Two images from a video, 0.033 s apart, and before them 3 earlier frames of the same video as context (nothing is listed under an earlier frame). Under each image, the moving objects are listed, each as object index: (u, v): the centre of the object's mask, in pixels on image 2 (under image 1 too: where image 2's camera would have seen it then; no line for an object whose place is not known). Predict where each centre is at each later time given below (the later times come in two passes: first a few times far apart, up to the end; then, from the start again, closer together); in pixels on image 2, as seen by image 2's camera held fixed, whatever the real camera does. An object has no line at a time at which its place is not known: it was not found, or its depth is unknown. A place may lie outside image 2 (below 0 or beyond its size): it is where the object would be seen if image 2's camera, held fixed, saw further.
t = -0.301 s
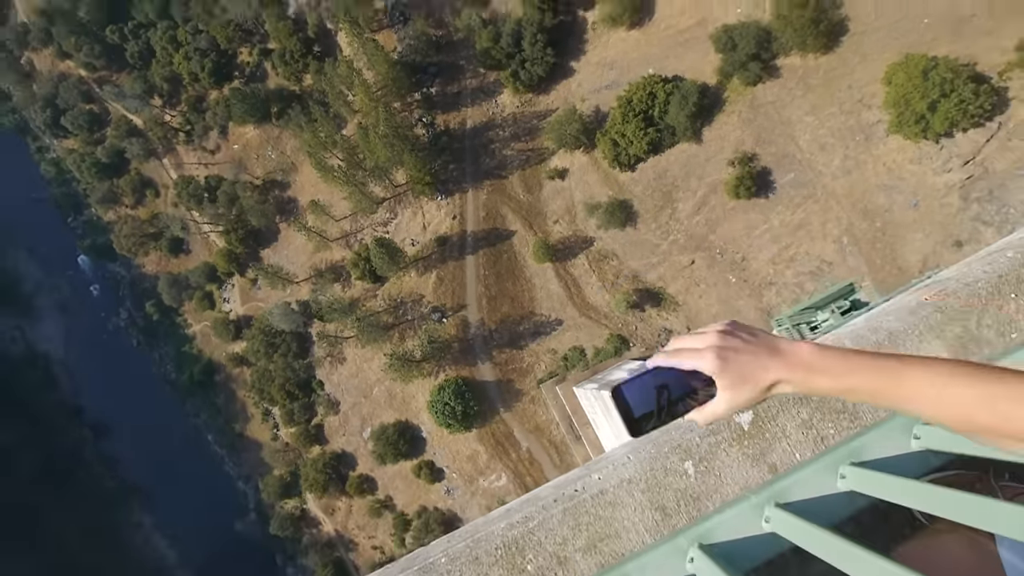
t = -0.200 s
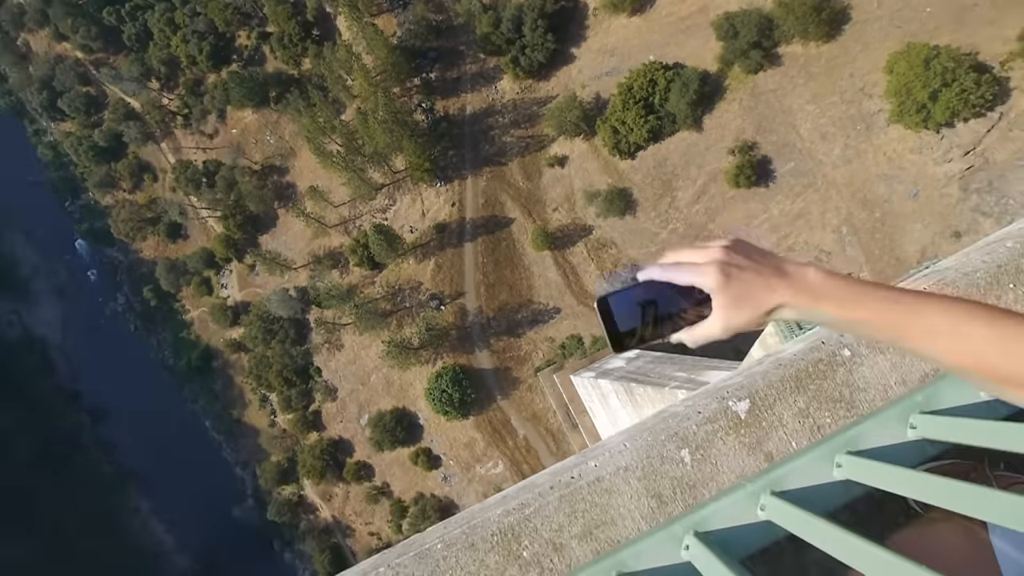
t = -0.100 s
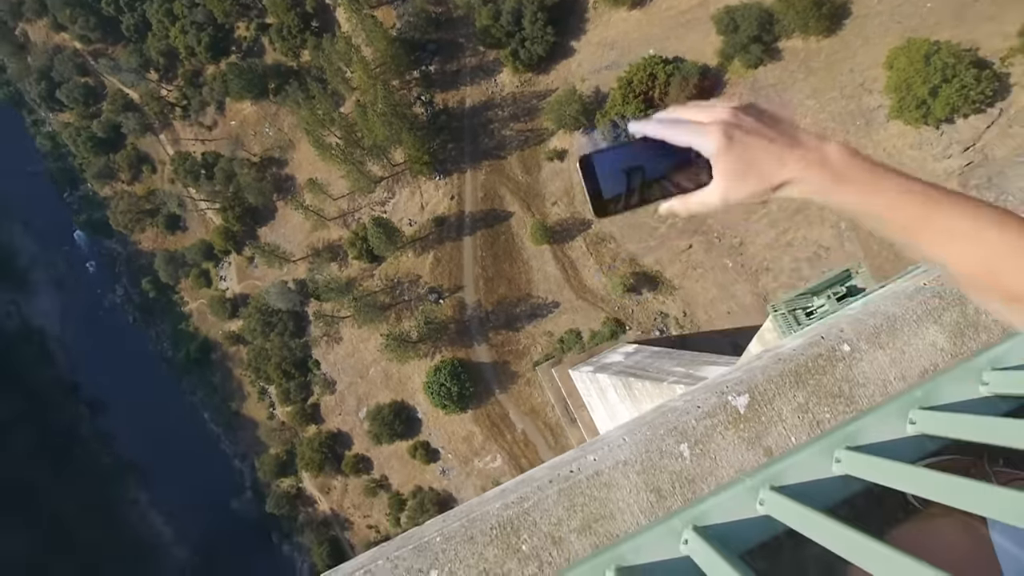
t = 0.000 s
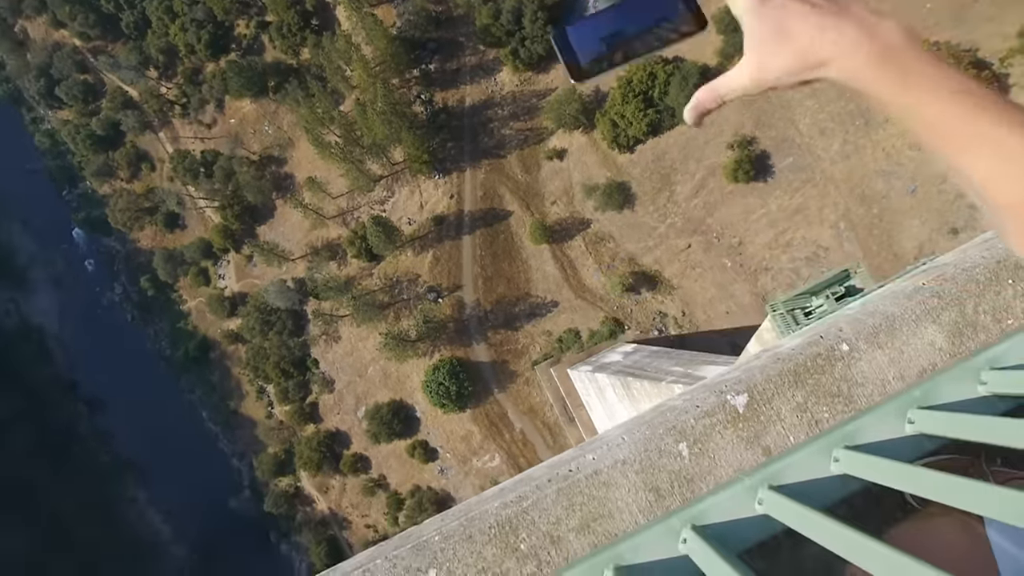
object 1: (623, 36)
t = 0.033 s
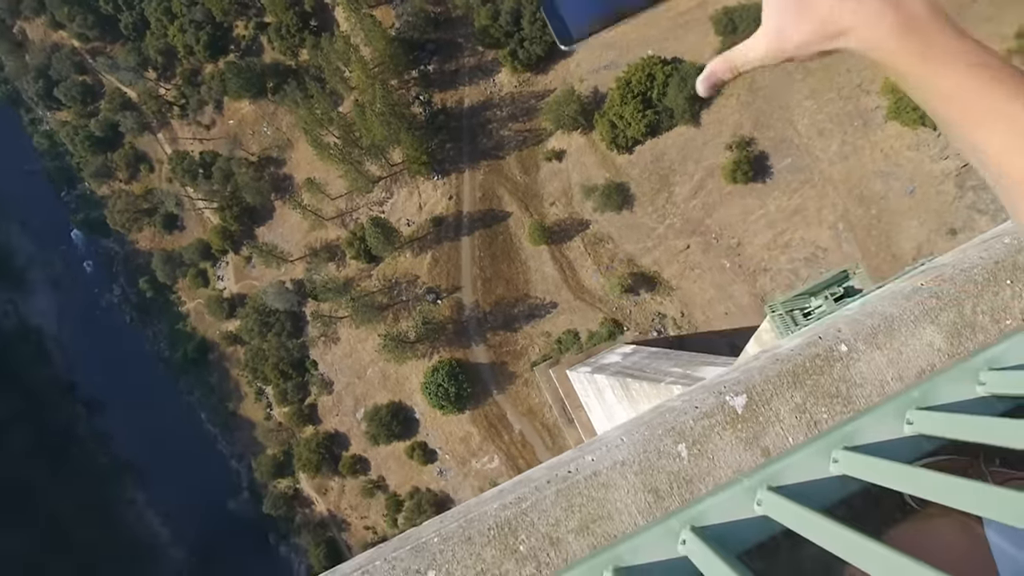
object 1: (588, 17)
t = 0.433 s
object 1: (513, 27)
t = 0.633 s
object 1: (505, 107)
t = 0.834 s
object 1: (501, 165)
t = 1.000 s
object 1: (501, 198)
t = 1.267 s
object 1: (507, 225)
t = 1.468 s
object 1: (511, 241)
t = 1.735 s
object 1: (519, 257)
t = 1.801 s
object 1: (520, 259)
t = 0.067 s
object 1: (564, 7)
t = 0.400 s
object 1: (516, 12)
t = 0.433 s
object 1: (513, 27)
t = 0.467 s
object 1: (511, 41)
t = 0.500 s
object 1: (509, 56)
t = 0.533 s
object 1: (508, 69)
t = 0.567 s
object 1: (507, 83)
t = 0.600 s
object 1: (506, 95)
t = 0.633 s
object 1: (505, 107)
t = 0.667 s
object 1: (504, 118)
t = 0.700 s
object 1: (503, 129)
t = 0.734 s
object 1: (503, 139)
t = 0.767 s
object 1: (502, 148)
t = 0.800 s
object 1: (502, 157)
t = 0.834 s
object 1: (501, 165)
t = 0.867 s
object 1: (501, 172)
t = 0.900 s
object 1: (501, 180)
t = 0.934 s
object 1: (500, 186)
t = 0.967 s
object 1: (500, 191)
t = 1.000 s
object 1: (501, 198)
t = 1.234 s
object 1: (507, 222)
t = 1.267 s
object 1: (507, 225)
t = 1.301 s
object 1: (506, 227)
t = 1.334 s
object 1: (507, 230)
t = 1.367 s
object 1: (508, 233)
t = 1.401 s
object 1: (510, 236)
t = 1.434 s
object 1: (510, 238)
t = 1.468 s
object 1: (511, 241)
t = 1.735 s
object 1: (519, 257)
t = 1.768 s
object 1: (520, 258)
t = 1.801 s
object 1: (520, 259)
